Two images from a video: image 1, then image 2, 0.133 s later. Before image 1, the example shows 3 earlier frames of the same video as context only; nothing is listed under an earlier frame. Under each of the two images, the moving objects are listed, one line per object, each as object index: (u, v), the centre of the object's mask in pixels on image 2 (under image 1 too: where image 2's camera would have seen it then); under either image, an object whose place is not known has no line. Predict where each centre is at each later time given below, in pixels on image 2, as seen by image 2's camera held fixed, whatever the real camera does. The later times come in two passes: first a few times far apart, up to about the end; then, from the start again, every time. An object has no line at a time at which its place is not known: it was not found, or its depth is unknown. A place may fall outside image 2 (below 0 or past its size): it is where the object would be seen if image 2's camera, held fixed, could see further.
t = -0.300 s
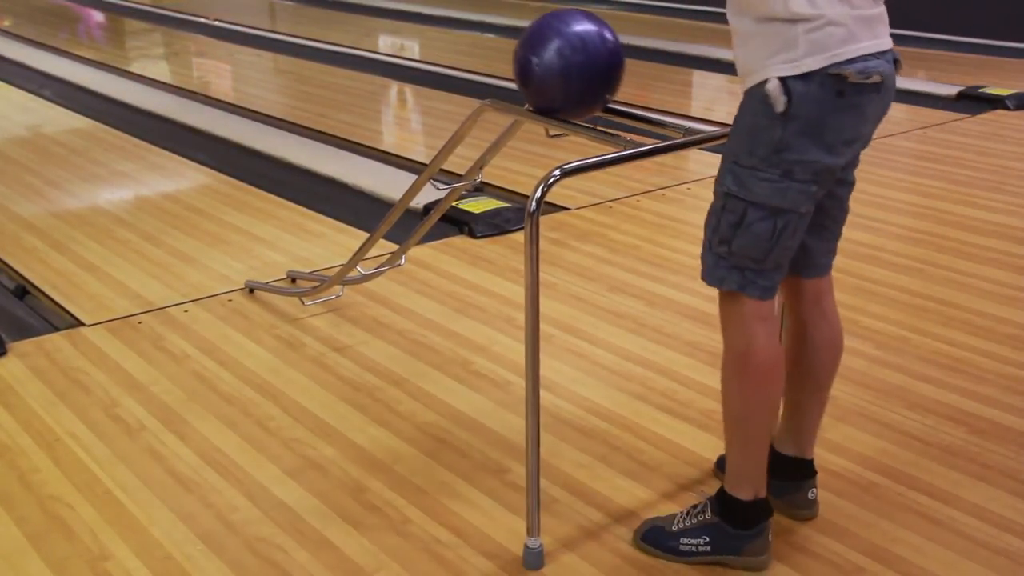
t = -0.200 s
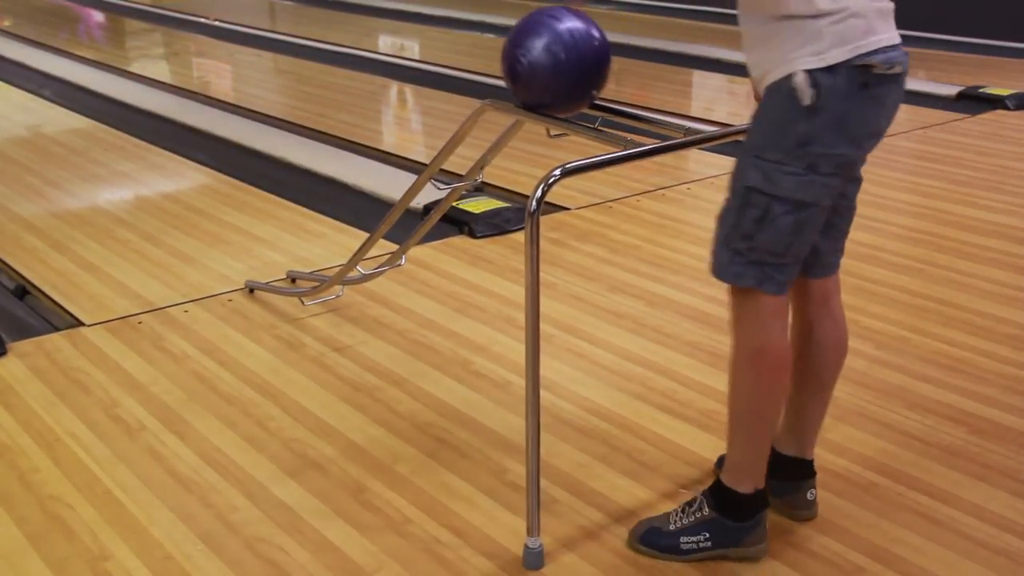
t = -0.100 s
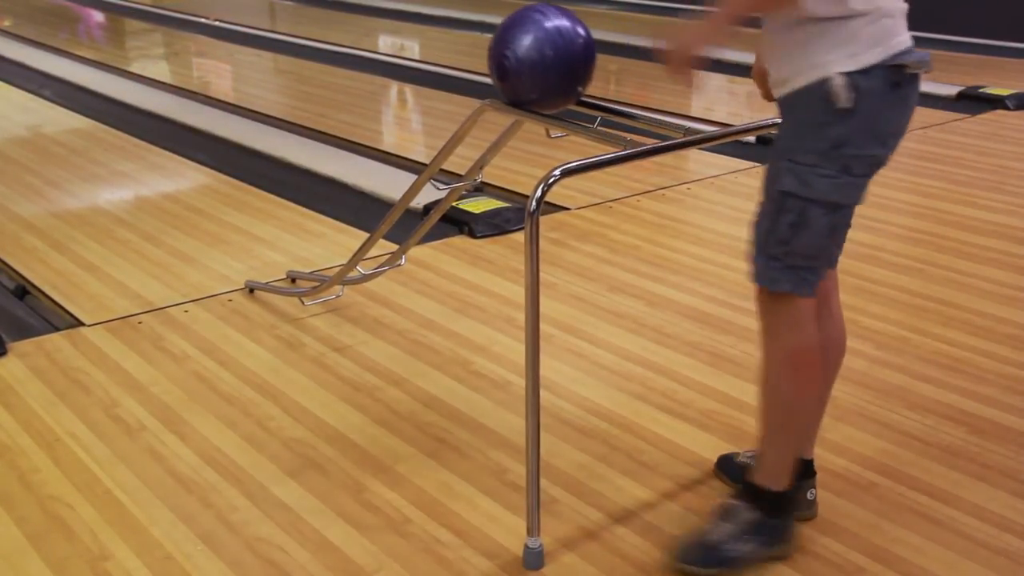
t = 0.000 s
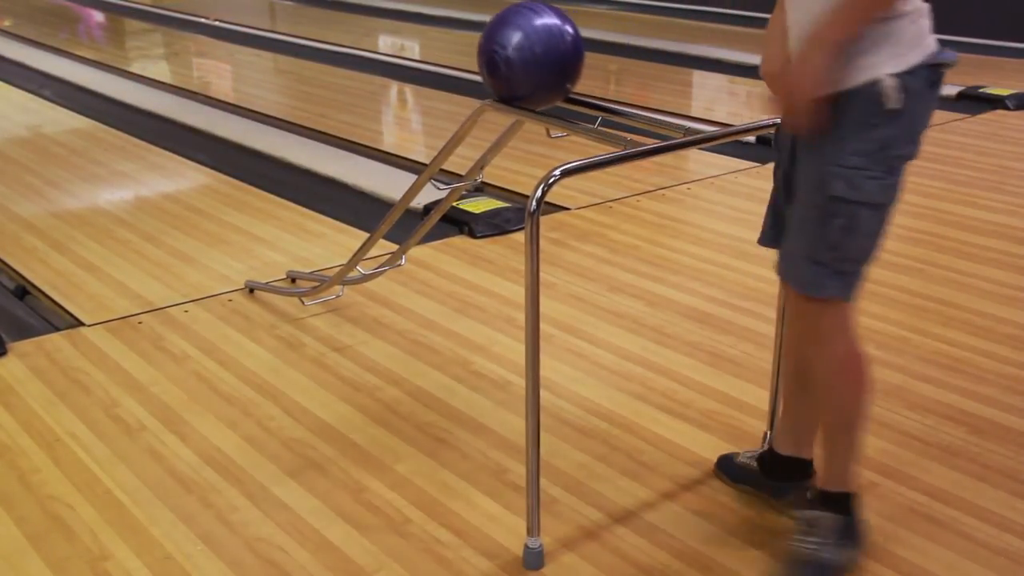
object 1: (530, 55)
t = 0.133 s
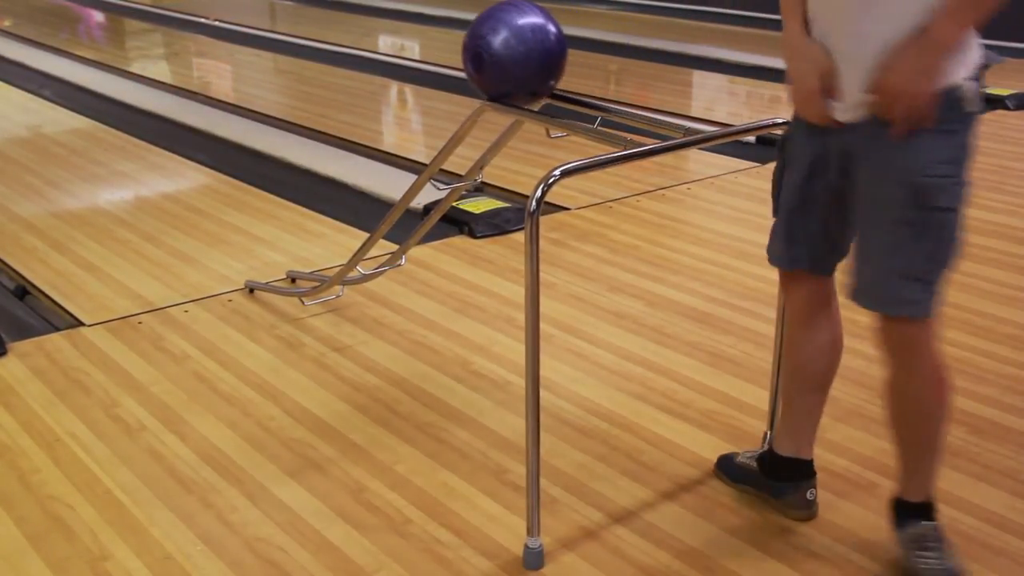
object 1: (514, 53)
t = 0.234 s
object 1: (501, 56)
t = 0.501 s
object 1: (419, 139)
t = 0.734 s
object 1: (321, 252)
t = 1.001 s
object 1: (194, 218)
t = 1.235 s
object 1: (110, 178)
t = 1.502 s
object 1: (35, 143)
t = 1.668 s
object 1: (9, 125)
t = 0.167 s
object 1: (510, 53)
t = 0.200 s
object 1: (506, 54)
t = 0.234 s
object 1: (501, 56)
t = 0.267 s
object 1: (495, 60)
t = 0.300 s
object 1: (488, 67)
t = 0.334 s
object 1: (480, 75)
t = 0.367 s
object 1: (469, 84)
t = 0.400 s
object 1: (456, 97)
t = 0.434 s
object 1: (450, 117)
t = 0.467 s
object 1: (438, 132)
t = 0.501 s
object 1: (419, 139)
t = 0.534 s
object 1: (407, 153)
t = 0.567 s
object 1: (399, 177)
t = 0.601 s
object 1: (386, 196)
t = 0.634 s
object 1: (373, 214)
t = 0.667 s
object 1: (351, 226)
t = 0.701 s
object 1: (336, 242)
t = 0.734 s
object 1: (321, 252)
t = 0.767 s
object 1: (306, 254)
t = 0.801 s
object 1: (287, 252)
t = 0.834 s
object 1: (270, 249)
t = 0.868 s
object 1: (254, 246)
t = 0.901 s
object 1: (238, 238)
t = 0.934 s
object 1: (223, 232)
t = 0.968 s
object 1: (208, 225)
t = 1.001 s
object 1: (194, 218)
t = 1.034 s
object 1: (181, 212)
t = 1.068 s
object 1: (168, 206)
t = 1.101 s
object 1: (156, 200)
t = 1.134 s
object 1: (144, 194)
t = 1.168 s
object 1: (132, 189)
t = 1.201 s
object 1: (121, 184)
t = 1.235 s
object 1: (110, 178)
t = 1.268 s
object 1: (100, 173)
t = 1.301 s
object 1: (89, 168)
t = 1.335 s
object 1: (80, 164)
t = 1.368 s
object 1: (70, 160)
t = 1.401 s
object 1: (61, 155)
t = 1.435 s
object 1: (52, 151)
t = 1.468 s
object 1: (44, 147)
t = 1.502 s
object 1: (35, 143)
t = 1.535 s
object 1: (27, 139)
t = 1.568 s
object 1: (21, 135)
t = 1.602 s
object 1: (16, 132)
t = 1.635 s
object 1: (12, 128)
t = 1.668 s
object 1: (9, 125)
